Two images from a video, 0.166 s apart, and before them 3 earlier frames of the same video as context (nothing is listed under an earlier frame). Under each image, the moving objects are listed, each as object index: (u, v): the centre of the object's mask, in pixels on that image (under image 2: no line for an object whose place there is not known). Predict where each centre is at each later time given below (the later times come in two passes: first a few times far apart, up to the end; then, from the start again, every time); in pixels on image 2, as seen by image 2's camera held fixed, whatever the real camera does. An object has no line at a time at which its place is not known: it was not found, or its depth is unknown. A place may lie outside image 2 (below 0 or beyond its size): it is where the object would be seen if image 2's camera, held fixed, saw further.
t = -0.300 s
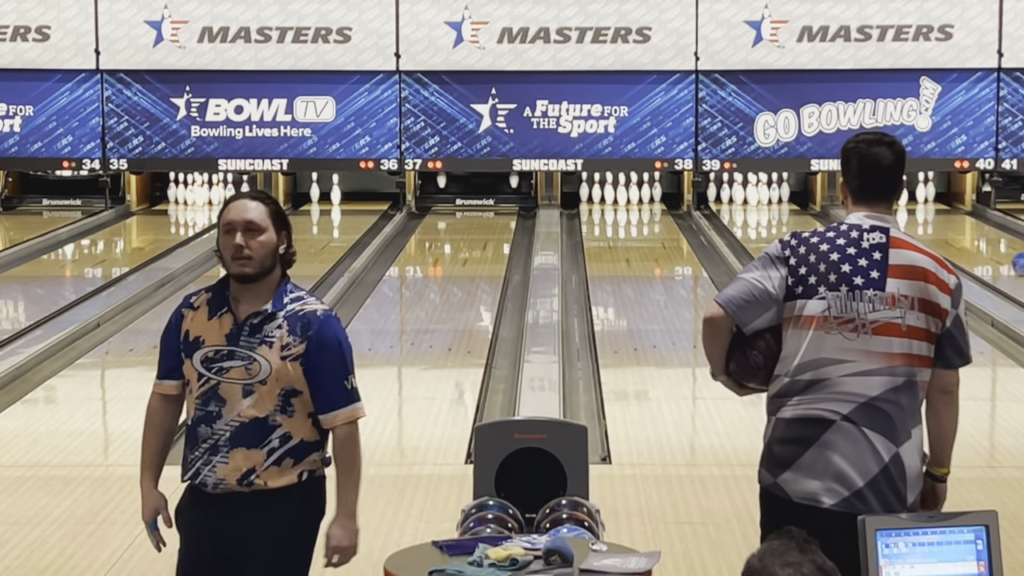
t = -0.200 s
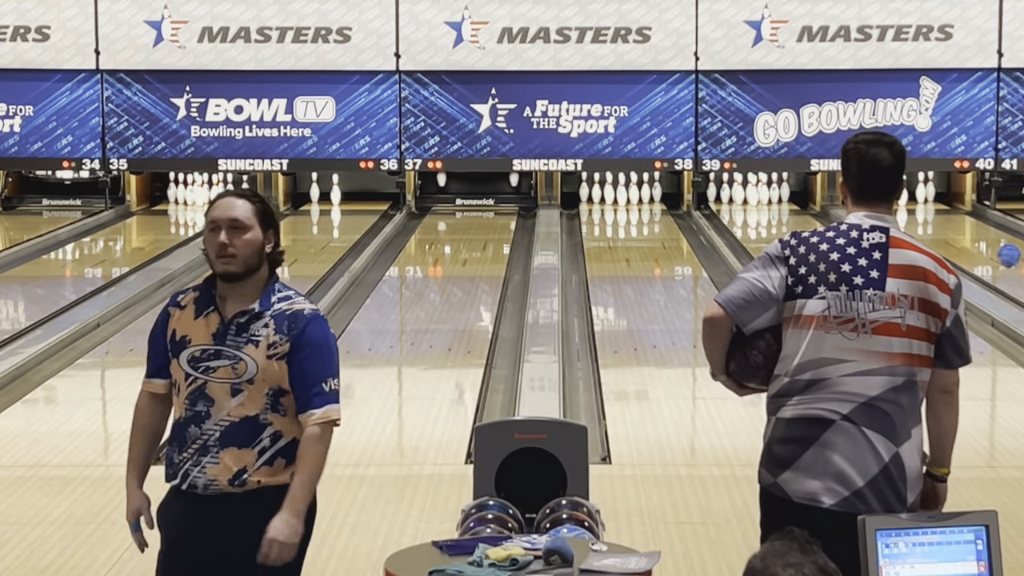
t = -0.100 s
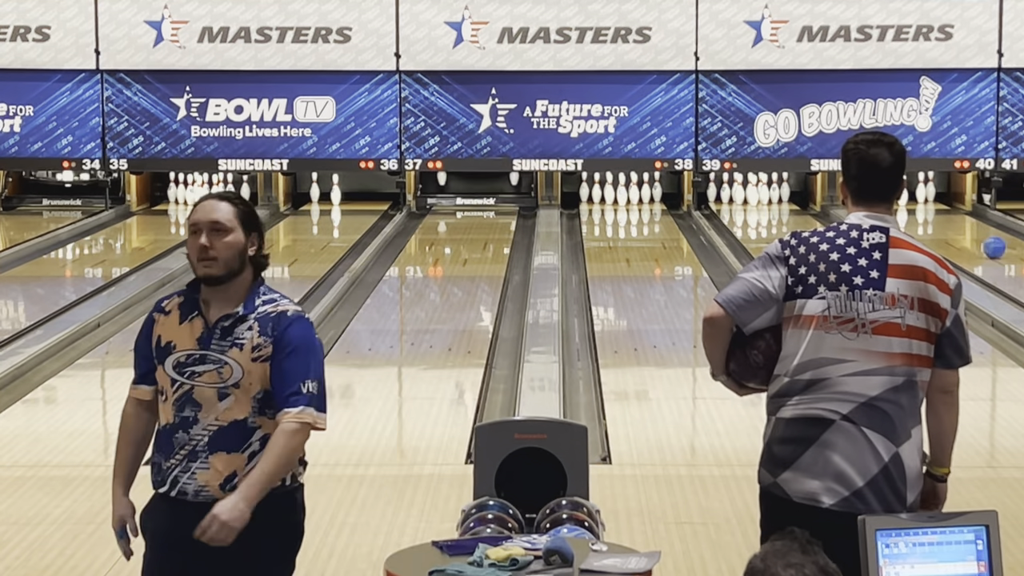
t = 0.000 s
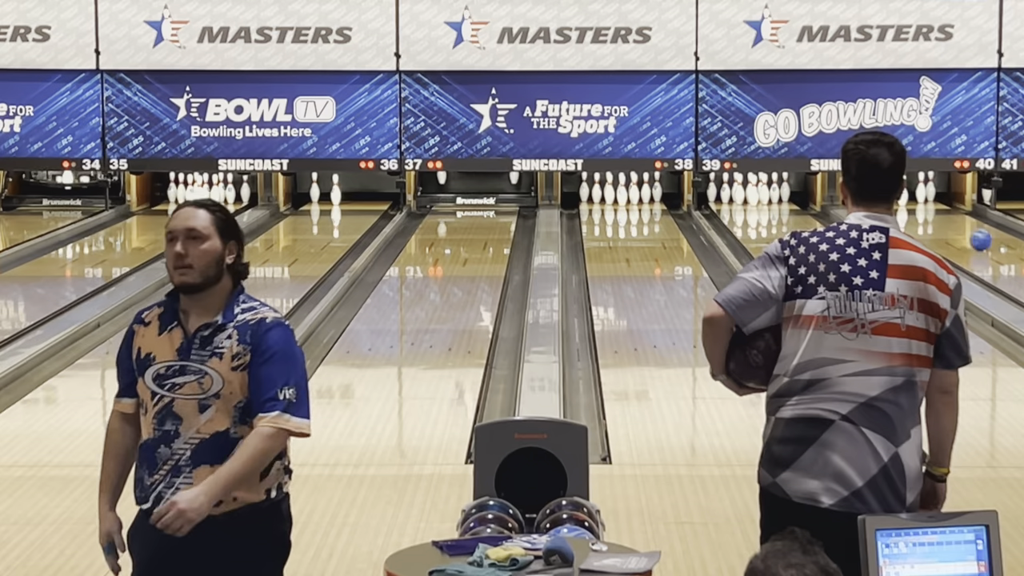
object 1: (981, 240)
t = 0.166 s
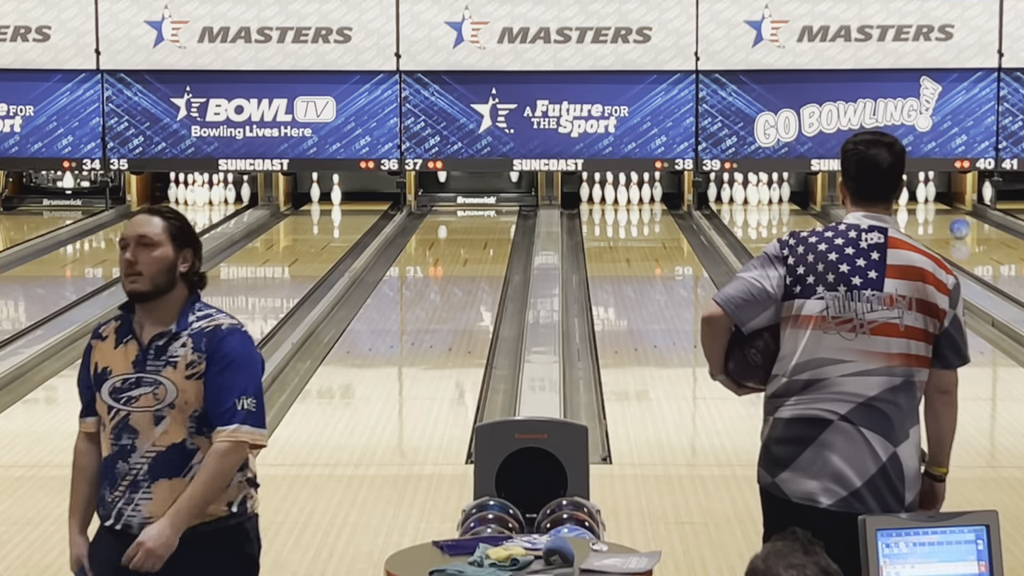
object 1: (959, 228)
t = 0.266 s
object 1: (948, 222)
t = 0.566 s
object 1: (914, 205)
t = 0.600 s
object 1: (912, 205)
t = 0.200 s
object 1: (956, 226)
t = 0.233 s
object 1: (952, 224)
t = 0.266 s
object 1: (948, 222)
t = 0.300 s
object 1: (944, 220)
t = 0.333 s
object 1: (941, 218)
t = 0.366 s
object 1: (937, 216)
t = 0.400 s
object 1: (934, 215)
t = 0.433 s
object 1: (930, 212)
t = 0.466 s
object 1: (926, 211)
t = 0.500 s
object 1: (922, 209)
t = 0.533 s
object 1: (917, 207)
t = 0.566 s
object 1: (914, 205)
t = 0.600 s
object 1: (912, 205)
